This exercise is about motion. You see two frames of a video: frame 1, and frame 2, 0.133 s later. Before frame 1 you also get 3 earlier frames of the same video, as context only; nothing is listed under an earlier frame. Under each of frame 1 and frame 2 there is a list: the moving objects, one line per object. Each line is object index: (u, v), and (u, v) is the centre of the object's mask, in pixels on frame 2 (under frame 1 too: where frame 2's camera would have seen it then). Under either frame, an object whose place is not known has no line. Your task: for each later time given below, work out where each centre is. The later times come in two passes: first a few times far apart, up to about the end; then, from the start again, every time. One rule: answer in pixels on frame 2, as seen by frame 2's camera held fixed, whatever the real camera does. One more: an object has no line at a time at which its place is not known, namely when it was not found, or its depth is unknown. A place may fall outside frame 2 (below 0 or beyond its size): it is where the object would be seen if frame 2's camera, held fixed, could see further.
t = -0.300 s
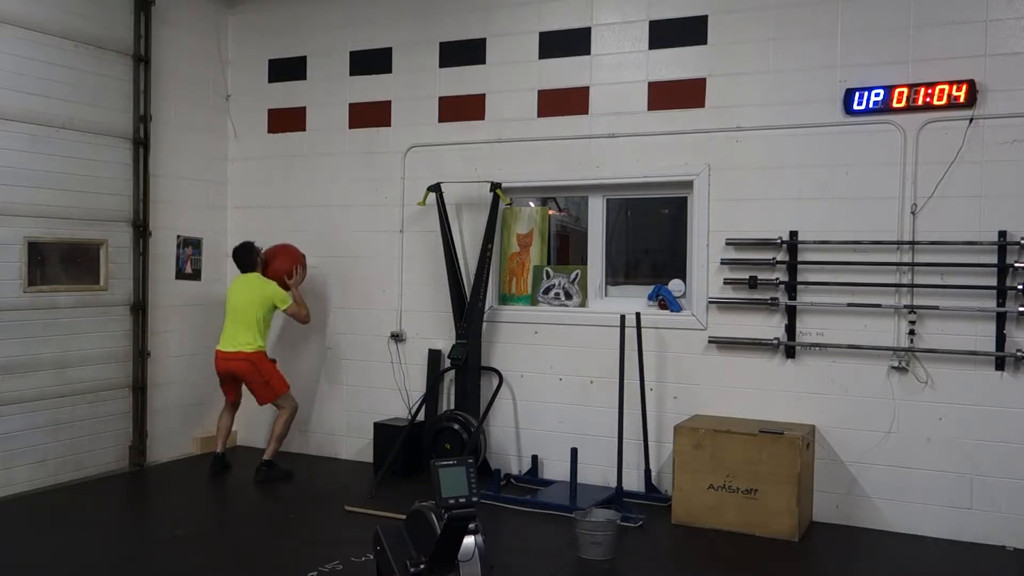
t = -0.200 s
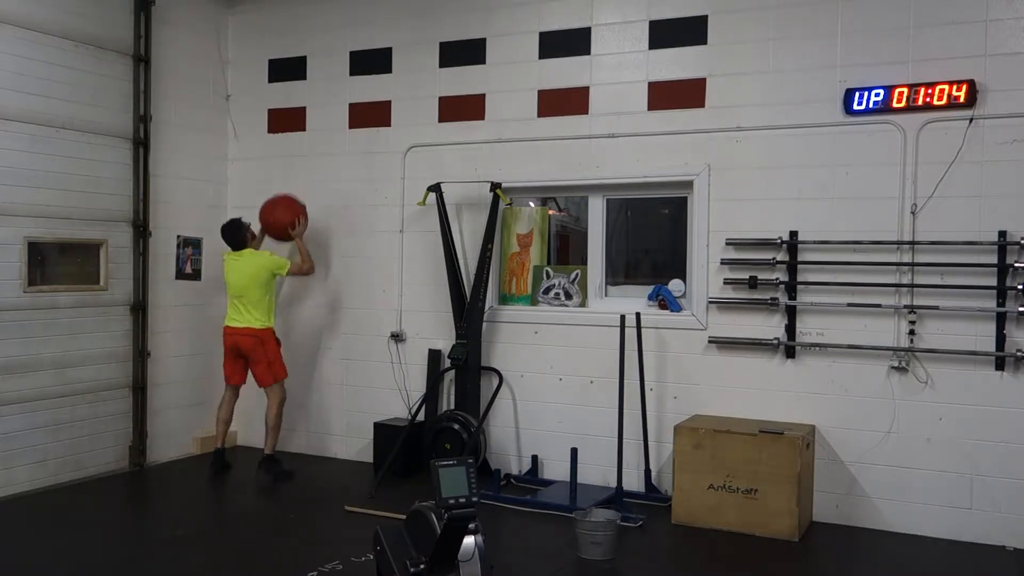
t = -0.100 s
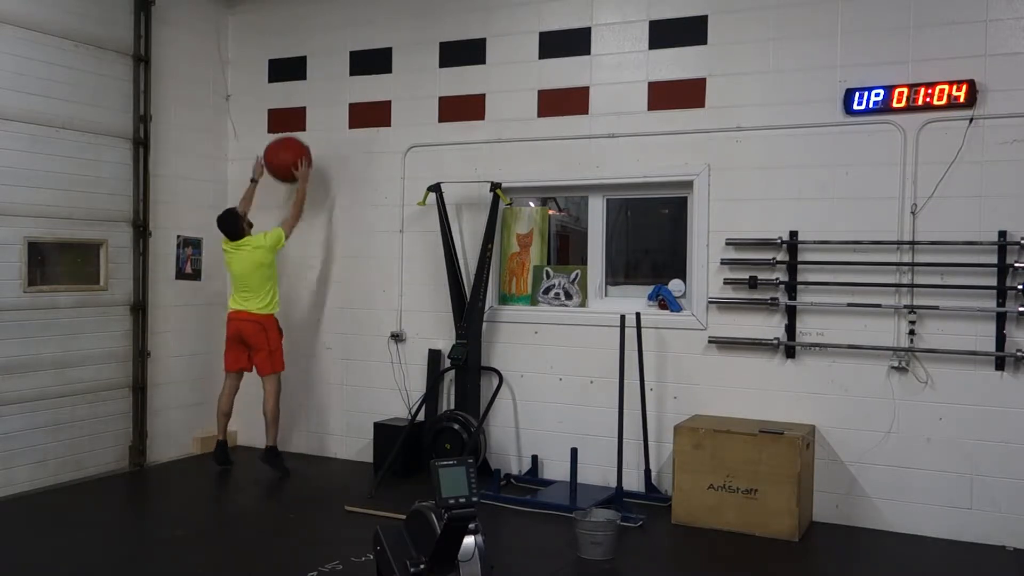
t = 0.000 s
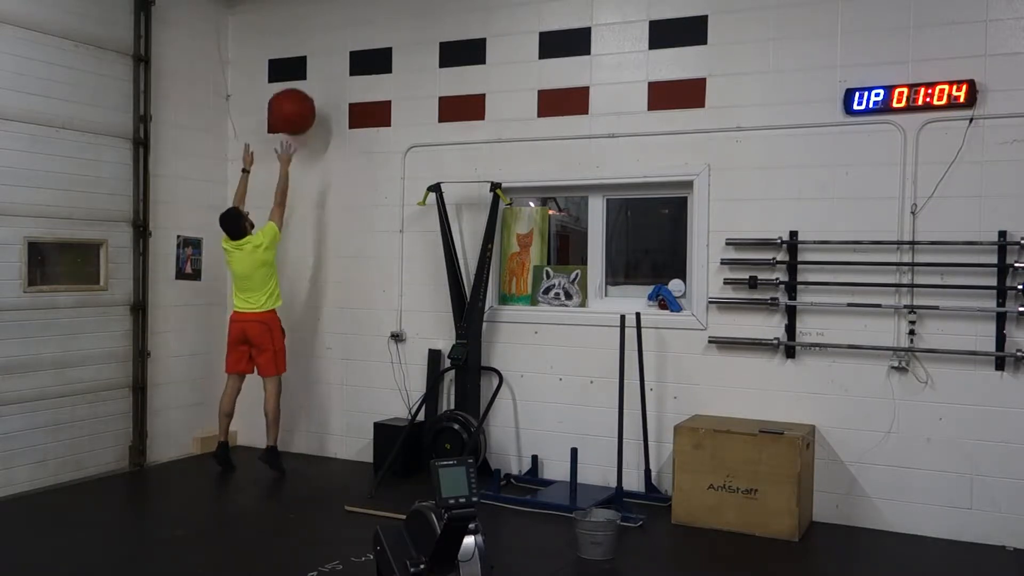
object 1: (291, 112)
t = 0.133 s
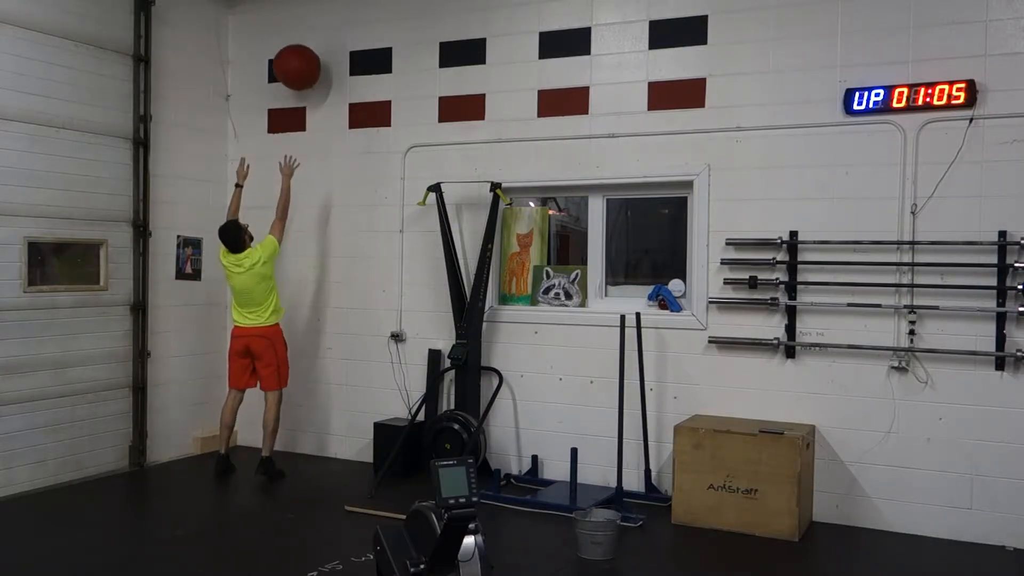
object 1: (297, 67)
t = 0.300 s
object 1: (304, 44)
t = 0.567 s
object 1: (298, 72)
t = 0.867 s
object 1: (289, 213)
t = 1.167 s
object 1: (279, 447)
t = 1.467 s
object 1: (284, 432)
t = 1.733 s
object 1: (288, 439)
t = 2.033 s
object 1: (286, 440)
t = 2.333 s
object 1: (286, 440)
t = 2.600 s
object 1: (286, 440)
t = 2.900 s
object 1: (286, 440)
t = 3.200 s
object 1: (286, 440)
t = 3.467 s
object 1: (286, 440)
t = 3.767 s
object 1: (286, 440)
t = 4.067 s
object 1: (286, 440)
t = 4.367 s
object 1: (286, 440)
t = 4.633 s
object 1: (286, 440)
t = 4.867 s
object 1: (287, 440)
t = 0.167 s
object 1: (298, 60)
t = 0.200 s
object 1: (300, 54)
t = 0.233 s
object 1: (301, 49)
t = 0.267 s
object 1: (303, 46)
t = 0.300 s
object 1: (304, 44)
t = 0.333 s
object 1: (304, 43)
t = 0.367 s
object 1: (304, 43)
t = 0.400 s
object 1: (303, 45)
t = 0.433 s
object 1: (302, 47)
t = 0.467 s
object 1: (301, 51)
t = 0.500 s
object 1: (300, 57)
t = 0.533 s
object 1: (299, 64)
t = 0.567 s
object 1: (298, 72)
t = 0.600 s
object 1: (296, 81)
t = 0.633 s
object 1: (296, 93)
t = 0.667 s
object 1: (295, 105)
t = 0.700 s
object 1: (294, 120)
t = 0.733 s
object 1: (293, 136)
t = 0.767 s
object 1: (292, 152)
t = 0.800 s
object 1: (291, 171)
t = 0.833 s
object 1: (290, 191)
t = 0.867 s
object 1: (289, 213)
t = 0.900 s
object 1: (288, 236)
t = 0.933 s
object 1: (287, 261)
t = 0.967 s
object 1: (286, 287)
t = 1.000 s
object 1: (284, 314)
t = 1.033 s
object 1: (283, 343)
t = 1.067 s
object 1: (282, 373)
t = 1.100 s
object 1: (281, 404)
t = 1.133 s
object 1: (280, 436)
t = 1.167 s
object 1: (279, 447)
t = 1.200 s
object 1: (280, 439)
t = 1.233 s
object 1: (280, 434)
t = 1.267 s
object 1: (281, 430)
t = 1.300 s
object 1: (282, 426)
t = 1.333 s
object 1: (282, 425)
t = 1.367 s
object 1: (283, 425)
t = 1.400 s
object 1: (283, 425)
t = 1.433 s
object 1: (284, 428)
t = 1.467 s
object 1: (284, 432)
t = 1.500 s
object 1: (285, 437)
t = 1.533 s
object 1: (285, 440)
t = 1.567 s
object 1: (285, 438)
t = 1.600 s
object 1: (286, 438)
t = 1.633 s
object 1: (287, 438)
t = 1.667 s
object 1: (287, 439)
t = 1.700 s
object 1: (287, 439)
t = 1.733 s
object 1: (288, 439)
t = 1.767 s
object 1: (288, 439)
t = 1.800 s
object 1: (288, 439)
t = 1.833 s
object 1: (287, 439)
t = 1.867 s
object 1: (287, 439)
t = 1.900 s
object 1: (287, 439)
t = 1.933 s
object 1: (287, 439)
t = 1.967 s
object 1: (286, 440)
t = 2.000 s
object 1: (286, 440)
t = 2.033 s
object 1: (286, 440)
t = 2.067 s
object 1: (287, 440)
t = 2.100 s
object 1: (287, 440)
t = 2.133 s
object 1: (287, 440)
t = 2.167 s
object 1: (286, 440)
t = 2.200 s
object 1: (287, 440)
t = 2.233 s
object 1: (286, 440)
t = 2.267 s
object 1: (286, 440)
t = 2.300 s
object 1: (286, 440)
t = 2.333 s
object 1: (286, 440)
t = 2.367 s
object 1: (286, 440)
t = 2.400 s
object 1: (286, 440)
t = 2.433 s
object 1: (286, 440)
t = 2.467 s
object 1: (286, 440)
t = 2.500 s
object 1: (286, 440)
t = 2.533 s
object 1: (286, 440)
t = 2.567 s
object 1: (286, 440)
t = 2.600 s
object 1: (286, 440)
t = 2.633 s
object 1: (286, 440)
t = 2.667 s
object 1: (286, 440)
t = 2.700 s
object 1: (286, 440)
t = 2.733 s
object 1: (286, 440)
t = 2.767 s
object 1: (286, 440)
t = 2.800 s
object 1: (286, 440)
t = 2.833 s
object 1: (286, 440)
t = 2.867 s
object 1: (286, 440)
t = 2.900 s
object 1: (286, 440)
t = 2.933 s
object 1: (286, 440)
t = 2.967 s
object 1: (286, 440)
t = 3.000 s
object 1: (286, 440)
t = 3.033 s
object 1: (286, 440)
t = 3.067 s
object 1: (286, 440)
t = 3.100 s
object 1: (286, 440)
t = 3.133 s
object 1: (286, 440)
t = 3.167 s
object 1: (286, 440)
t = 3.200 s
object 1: (286, 440)
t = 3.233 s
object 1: (286, 440)
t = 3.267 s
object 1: (286, 440)
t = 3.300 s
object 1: (286, 440)
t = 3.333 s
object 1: (286, 440)
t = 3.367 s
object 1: (286, 440)
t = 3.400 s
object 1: (286, 440)
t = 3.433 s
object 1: (286, 440)
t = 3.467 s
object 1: (286, 440)
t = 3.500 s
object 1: (286, 440)
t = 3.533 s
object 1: (286, 440)
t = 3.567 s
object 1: (286, 440)
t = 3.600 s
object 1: (286, 440)
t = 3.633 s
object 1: (286, 440)
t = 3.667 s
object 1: (286, 440)
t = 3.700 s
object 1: (286, 440)
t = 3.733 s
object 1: (286, 440)
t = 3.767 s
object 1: (286, 440)
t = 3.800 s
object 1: (286, 440)
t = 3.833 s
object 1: (286, 440)
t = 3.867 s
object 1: (286, 440)
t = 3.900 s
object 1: (286, 440)
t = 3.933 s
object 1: (286, 440)
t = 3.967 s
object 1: (286, 440)
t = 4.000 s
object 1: (286, 440)
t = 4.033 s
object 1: (286, 440)
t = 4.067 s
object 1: (286, 440)
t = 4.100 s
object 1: (286, 440)
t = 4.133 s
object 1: (286, 440)
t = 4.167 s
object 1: (286, 440)
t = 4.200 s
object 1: (286, 440)
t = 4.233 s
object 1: (286, 440)
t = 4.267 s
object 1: (286, 440)
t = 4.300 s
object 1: (286, 440)
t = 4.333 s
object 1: (286, 440)
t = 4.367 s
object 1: (286, 440)
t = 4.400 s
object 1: (286, 440)
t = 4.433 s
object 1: (286, 440)
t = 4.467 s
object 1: (286, 440)
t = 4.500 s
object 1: (286, 440)
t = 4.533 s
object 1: (286, 440)
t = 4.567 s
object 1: (286, 440)
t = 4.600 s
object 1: (286, 440)
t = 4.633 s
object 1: (286, 440)
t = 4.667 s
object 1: (286, 440)
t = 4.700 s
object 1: (286, 440)
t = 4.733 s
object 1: (286, 440)
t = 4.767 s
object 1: (286, 440)
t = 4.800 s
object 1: (286, 440)
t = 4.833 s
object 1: (286, 440)
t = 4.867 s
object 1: (287, 440)
